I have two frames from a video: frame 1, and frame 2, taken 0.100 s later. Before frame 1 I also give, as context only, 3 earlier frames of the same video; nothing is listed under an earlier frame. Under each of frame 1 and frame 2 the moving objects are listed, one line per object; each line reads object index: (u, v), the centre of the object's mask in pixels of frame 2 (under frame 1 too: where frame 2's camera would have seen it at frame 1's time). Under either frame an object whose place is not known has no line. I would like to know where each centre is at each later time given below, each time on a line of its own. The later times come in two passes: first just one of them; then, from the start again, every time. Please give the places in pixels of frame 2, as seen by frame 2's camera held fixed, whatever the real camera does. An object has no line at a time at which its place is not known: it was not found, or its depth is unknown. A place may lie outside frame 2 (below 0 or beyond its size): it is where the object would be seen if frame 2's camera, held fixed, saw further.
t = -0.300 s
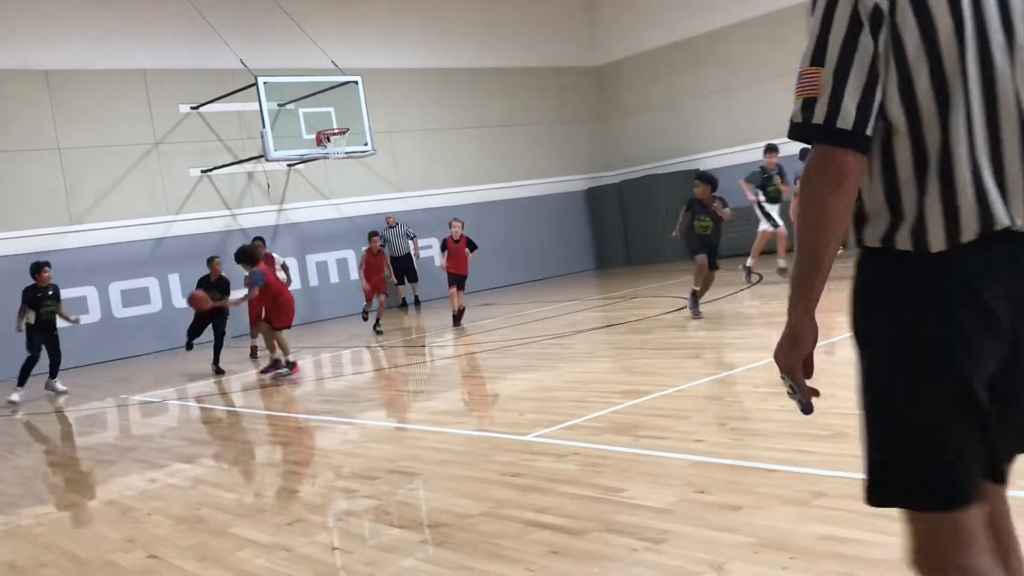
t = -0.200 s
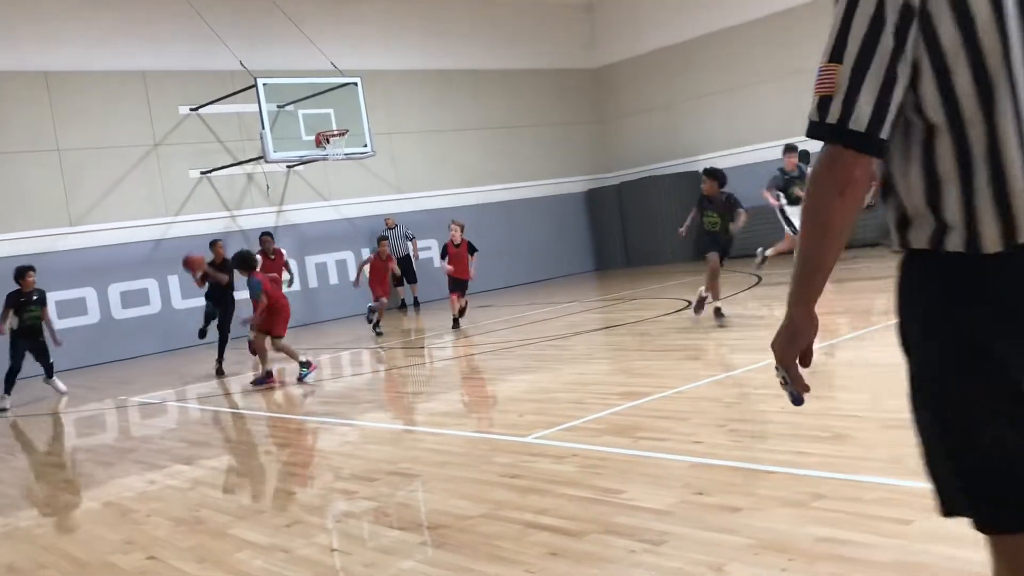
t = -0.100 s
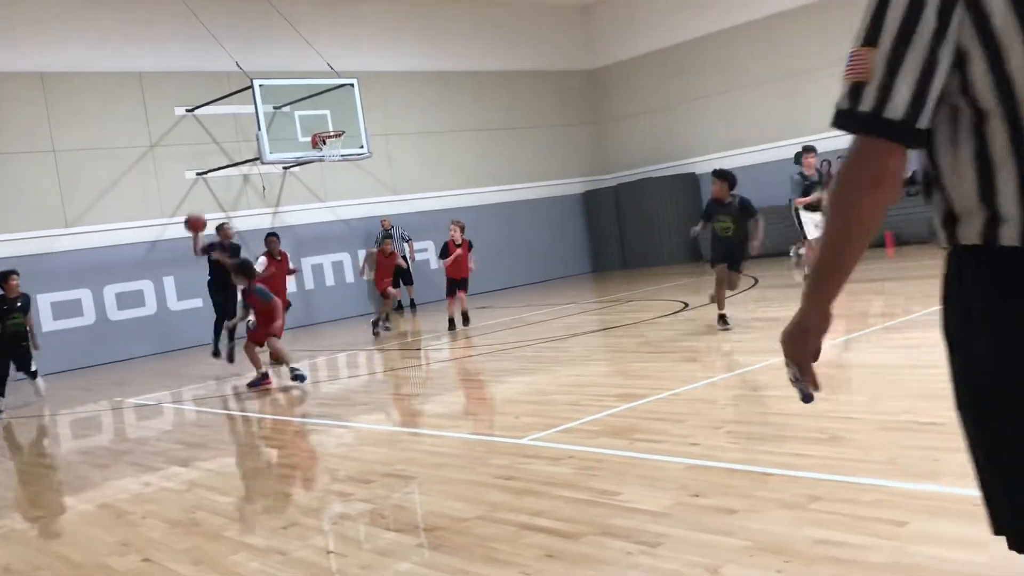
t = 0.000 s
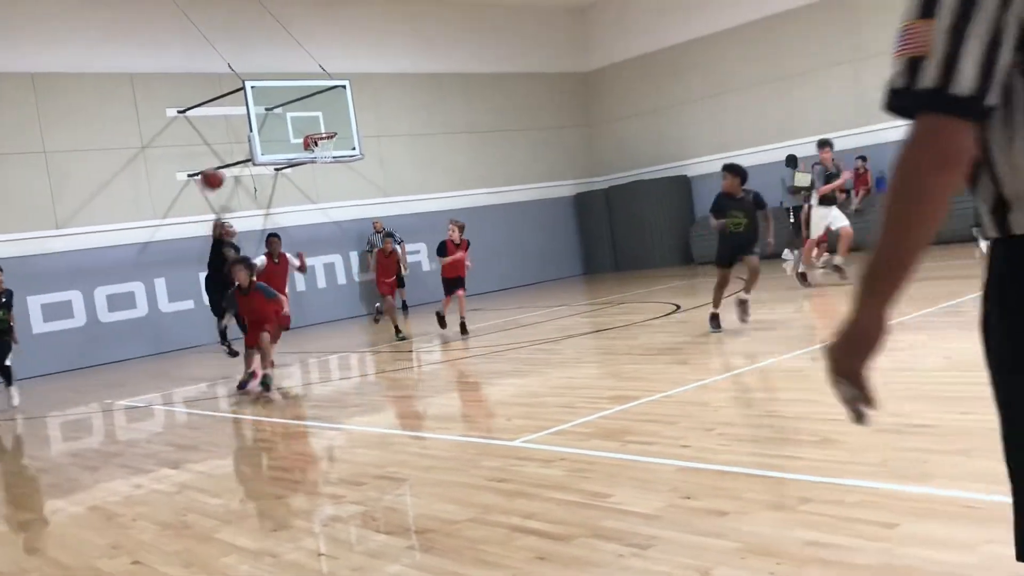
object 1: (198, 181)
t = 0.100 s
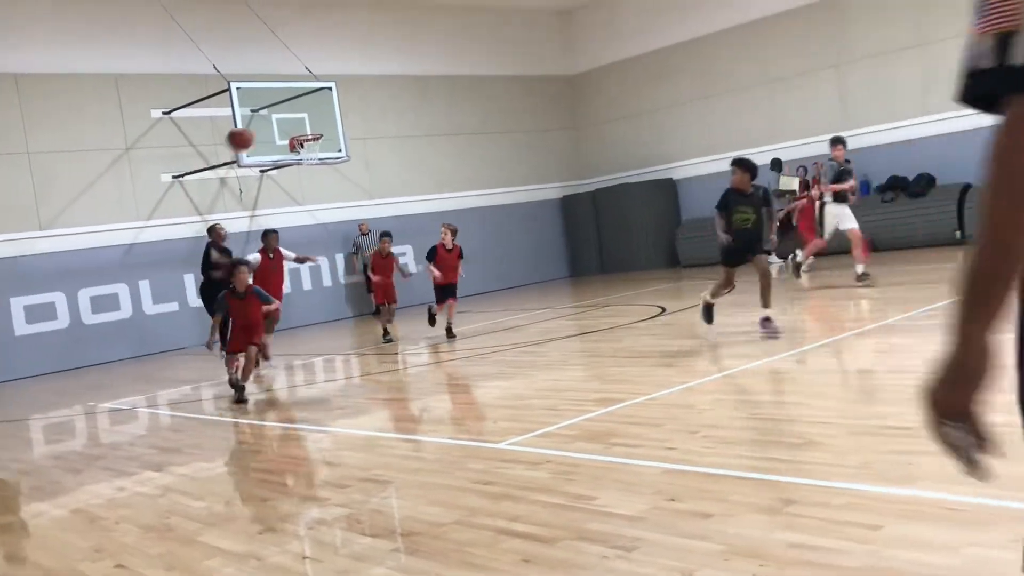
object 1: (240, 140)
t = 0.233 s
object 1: (303, 92)
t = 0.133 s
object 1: (255, 127)
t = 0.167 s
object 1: (271, 115)
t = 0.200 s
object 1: (287, 102)
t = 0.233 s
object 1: (303, 92)
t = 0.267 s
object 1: (322, 81)
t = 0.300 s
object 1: (339, 72)
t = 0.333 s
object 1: (358, 63)
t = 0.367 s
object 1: (378, 55)
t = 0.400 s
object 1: (400, 48)
